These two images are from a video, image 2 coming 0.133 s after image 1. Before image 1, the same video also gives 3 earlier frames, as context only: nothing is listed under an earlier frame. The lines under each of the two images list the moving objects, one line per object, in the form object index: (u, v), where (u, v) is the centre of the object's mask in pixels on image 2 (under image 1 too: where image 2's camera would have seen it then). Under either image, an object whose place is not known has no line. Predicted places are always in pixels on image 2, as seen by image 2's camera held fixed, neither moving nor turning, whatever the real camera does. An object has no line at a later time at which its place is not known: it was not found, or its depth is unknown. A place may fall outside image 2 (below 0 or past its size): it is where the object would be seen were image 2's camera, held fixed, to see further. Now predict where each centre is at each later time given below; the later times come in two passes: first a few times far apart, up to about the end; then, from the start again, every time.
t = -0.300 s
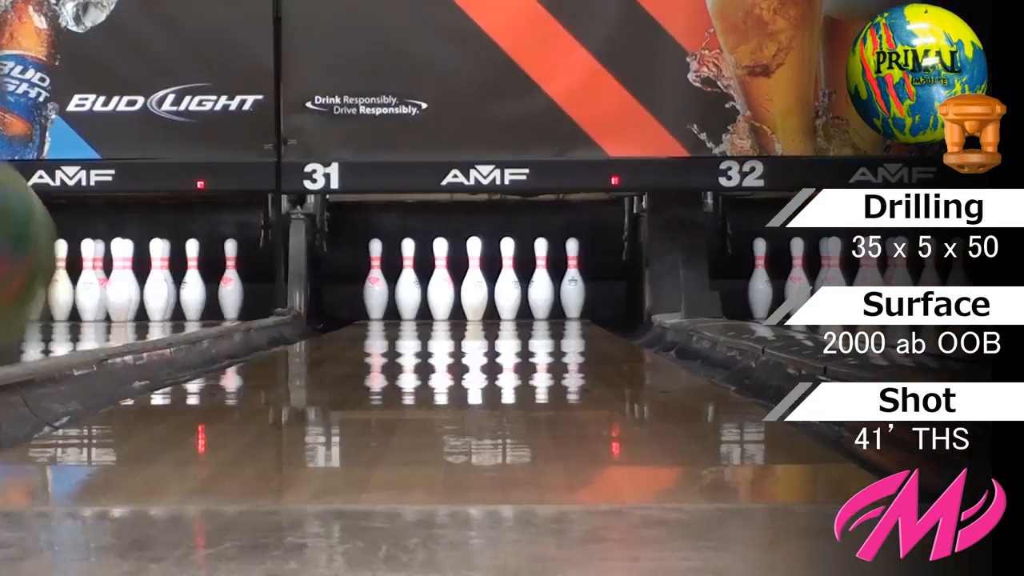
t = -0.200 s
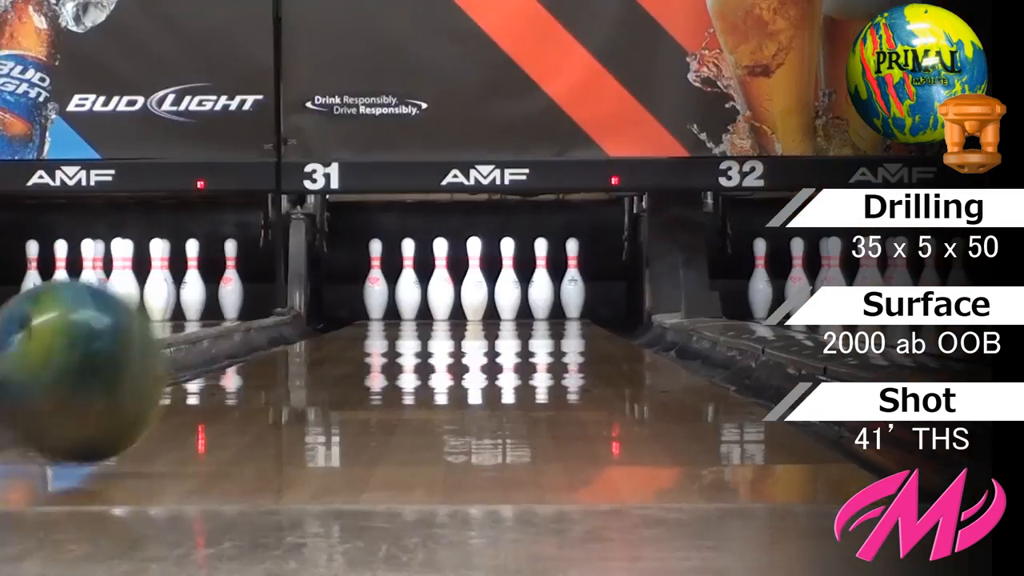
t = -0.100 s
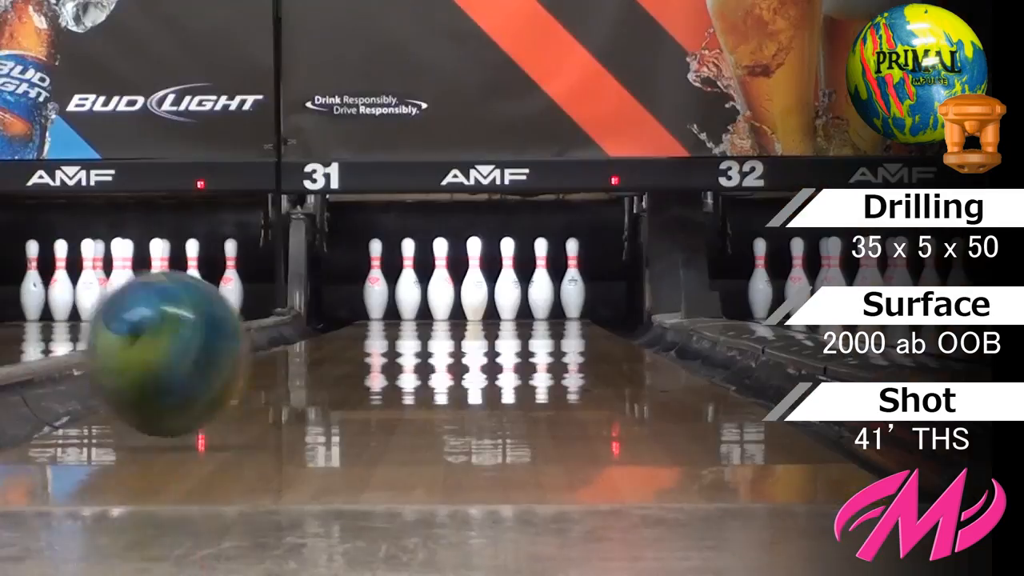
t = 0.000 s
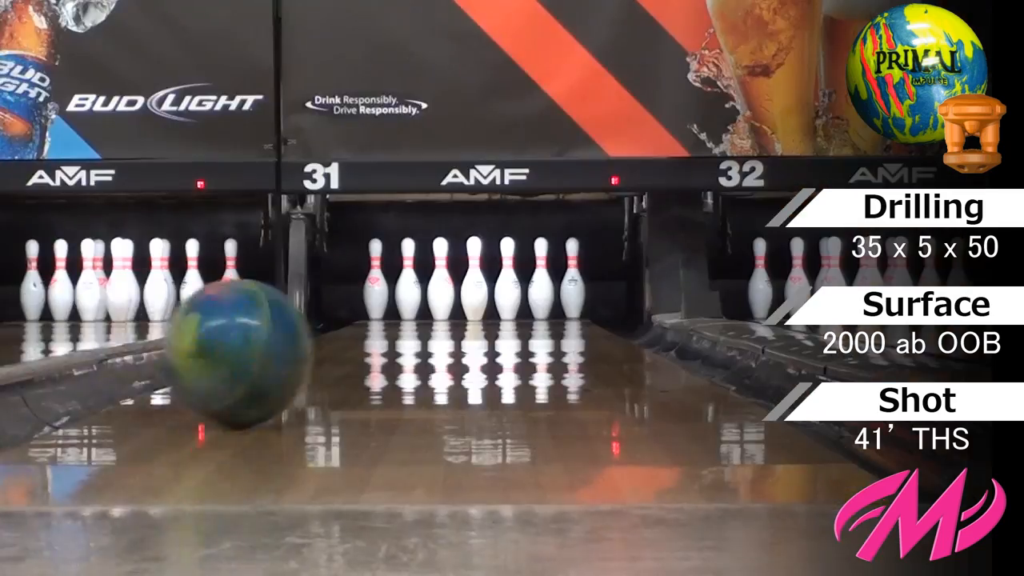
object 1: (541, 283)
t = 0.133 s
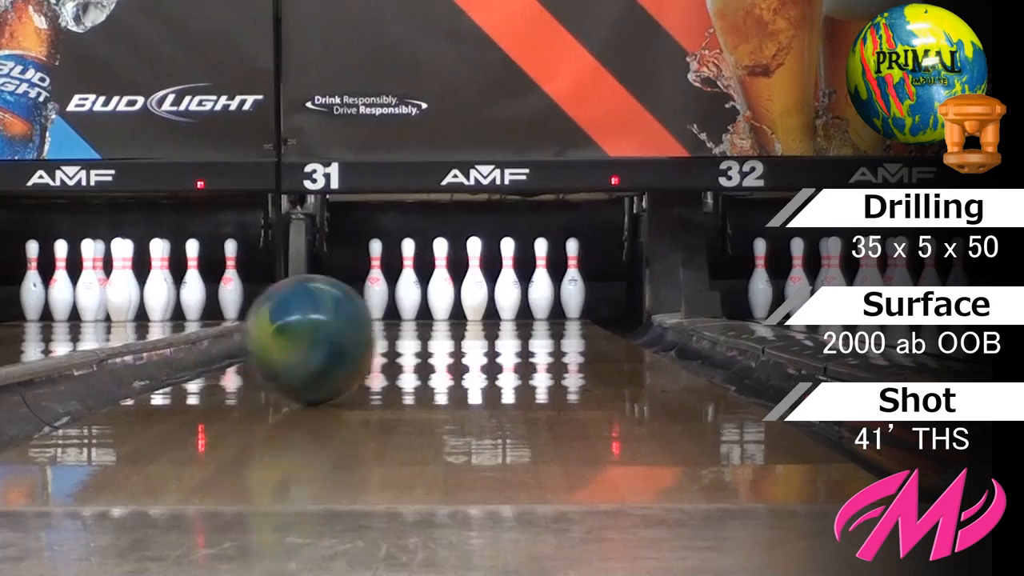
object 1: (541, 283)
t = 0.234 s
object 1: (541, 283)
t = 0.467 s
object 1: (541, 283)
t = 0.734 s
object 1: (541, 283)
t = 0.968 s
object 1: (542, 263)
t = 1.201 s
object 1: (541, 255)
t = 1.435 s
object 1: (540, 256)
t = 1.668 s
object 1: (541, 256)
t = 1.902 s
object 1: (543, 278)
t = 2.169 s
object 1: (557, 280)
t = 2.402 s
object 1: (588, 283)
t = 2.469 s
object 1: (575, 300)
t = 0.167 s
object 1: (541, 283)
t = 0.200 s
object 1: (541, 283)
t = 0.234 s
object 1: (541, 283)
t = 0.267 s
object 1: (541, 283)
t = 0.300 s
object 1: (541, 283)
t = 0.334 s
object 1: (541, 283)
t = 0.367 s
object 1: (541, 283)
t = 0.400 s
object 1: (541, 283)
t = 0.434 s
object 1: (541, 283)
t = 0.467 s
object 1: (541, 283)
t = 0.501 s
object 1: (541, 283)
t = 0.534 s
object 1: (541, 283)
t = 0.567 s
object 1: (541, 283)
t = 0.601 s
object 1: (541, 283)
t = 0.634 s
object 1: (541, 283)
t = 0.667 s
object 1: (541, 283)
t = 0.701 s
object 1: (541, 283)
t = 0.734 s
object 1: (541, 283)
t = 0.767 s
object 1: (541, 282)
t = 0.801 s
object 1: (542, 280)
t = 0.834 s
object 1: (542, 278)
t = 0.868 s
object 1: (543, 274)
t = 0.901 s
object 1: (543, 270)
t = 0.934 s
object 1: (543, 266)
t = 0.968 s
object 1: (542, 263)
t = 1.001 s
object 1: (542, 260)
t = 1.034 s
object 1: (541, 258)
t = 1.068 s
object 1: (541, 257)
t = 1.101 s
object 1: (541, 256)
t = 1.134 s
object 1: (541, 255)
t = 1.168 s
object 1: (541, 255)
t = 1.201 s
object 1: (541, 255)
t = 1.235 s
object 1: (541, 255)
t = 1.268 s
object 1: (541, 255)
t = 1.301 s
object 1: (540, 255)
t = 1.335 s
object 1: (540, 255)
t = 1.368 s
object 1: (540, 256)
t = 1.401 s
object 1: (540, 256)
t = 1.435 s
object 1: (540, 256)
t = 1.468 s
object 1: (540, 256)
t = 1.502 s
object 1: (540, 256)
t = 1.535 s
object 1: (540, 256)
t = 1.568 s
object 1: (540, 256)
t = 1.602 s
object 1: (540, 256)
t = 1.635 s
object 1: (540, 256)
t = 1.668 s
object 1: (541, 256)
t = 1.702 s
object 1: (541, 256)
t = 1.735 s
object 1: (541, 256)
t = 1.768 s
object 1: (541, 257)
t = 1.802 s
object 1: (541, 259)
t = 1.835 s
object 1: (543, 268)
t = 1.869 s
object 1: (543, 274)
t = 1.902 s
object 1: (543, 278)
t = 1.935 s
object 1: (542, 281)
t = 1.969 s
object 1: (541, 282)
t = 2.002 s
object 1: (541, 283)
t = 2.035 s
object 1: (541, 283)
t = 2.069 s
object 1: (541, 283)
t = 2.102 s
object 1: (541, 283)
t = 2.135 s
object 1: (544, 283)
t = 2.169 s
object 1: (557, 280)
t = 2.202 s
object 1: (584, 283)
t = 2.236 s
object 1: (591, 282)
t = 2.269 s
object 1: (609, 285)
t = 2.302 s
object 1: (600, 287)
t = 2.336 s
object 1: (596, 288)
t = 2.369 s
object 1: (596, 281)
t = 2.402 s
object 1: (588, 283)
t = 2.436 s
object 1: (582, 289)
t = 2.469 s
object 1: (575, 300)
